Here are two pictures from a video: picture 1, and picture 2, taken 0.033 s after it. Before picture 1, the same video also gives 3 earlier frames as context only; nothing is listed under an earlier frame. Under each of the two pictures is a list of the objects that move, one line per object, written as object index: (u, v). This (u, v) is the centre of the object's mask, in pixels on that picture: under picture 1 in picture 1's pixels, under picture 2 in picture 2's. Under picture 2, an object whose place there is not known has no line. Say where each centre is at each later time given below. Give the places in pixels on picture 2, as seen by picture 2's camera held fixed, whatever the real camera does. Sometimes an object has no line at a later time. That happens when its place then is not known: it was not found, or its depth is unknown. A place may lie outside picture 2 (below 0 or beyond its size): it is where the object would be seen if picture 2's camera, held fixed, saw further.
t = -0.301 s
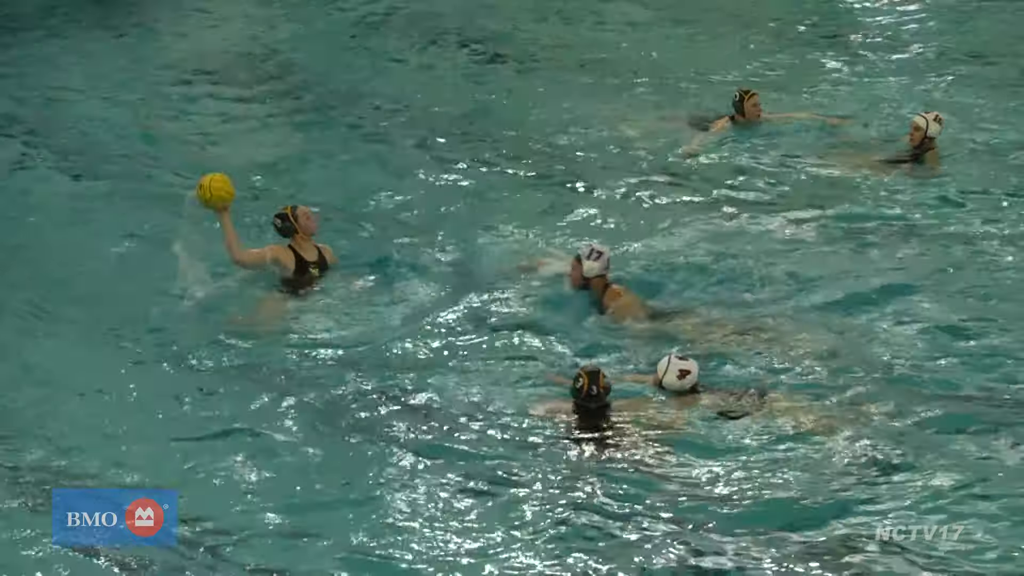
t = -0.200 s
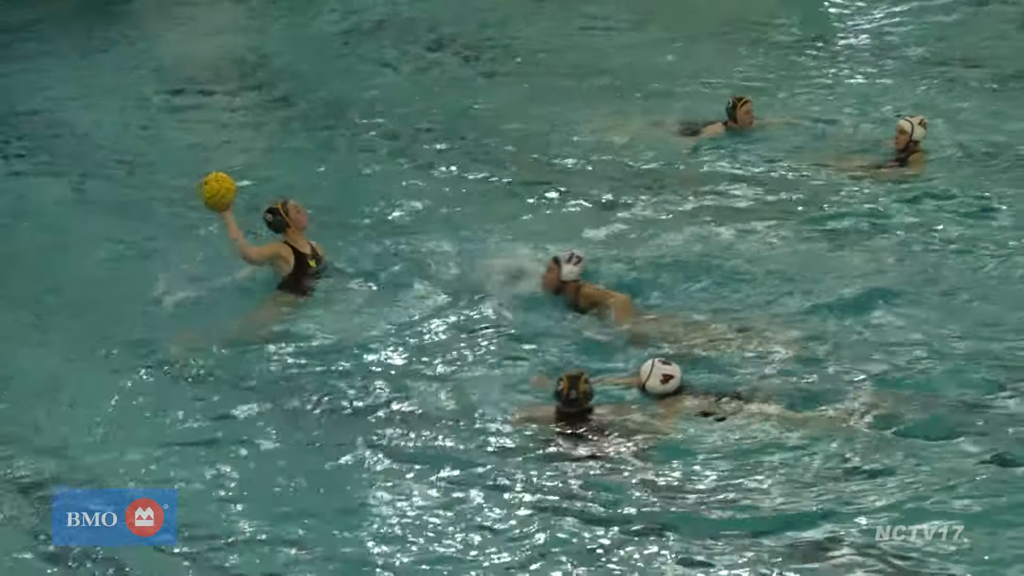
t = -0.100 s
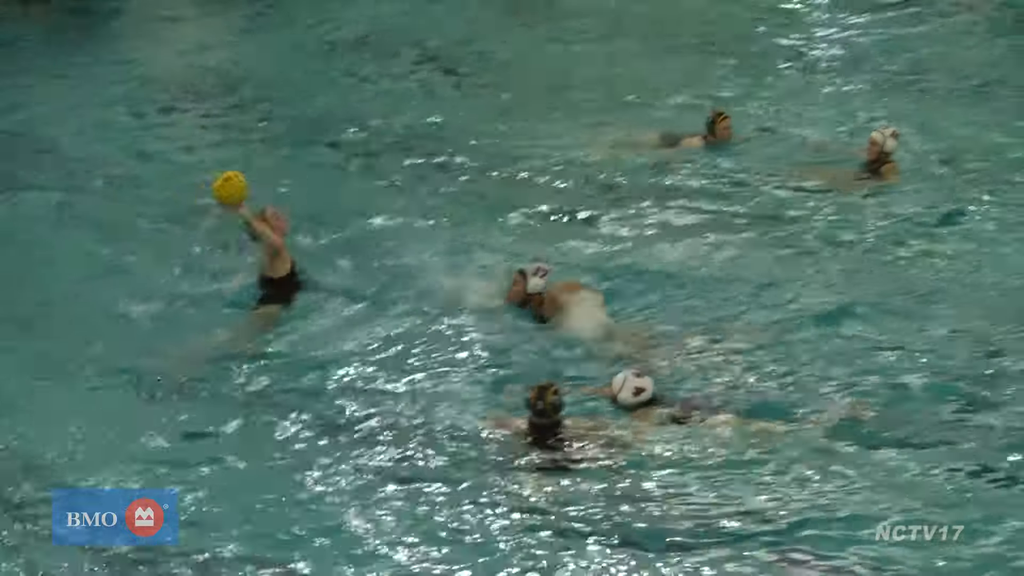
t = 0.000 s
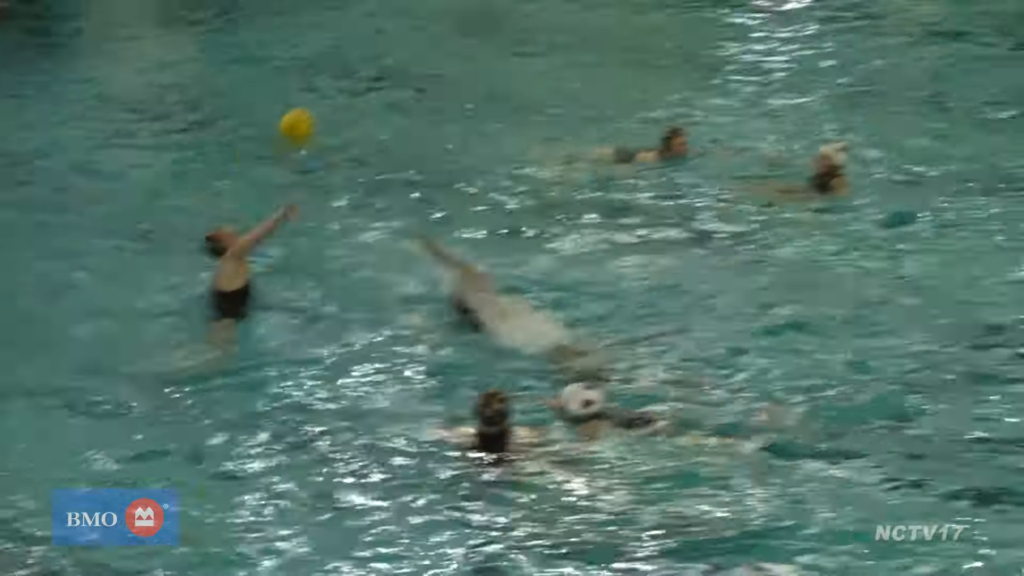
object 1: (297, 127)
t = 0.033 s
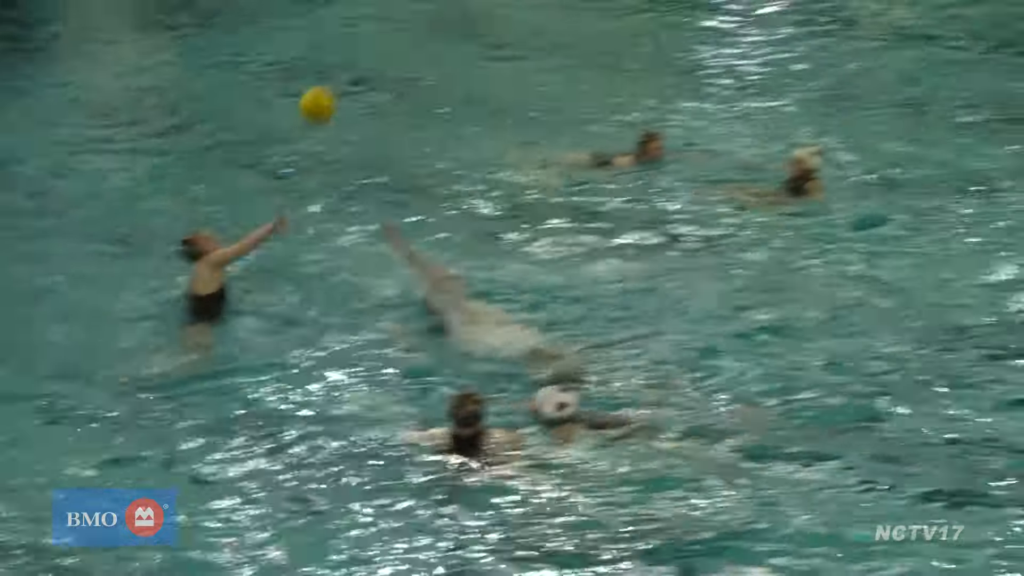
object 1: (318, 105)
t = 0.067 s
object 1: (361, 78)
